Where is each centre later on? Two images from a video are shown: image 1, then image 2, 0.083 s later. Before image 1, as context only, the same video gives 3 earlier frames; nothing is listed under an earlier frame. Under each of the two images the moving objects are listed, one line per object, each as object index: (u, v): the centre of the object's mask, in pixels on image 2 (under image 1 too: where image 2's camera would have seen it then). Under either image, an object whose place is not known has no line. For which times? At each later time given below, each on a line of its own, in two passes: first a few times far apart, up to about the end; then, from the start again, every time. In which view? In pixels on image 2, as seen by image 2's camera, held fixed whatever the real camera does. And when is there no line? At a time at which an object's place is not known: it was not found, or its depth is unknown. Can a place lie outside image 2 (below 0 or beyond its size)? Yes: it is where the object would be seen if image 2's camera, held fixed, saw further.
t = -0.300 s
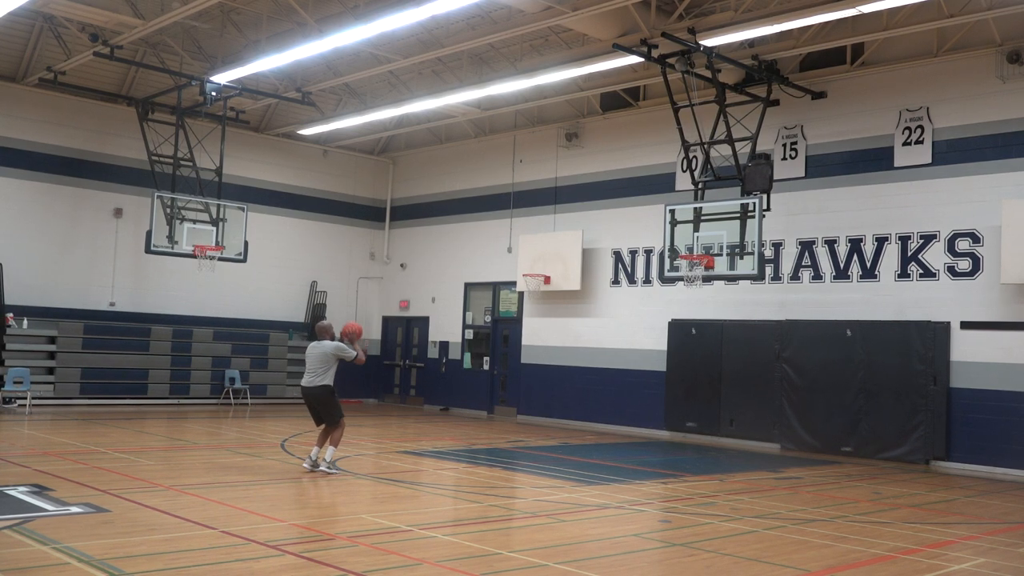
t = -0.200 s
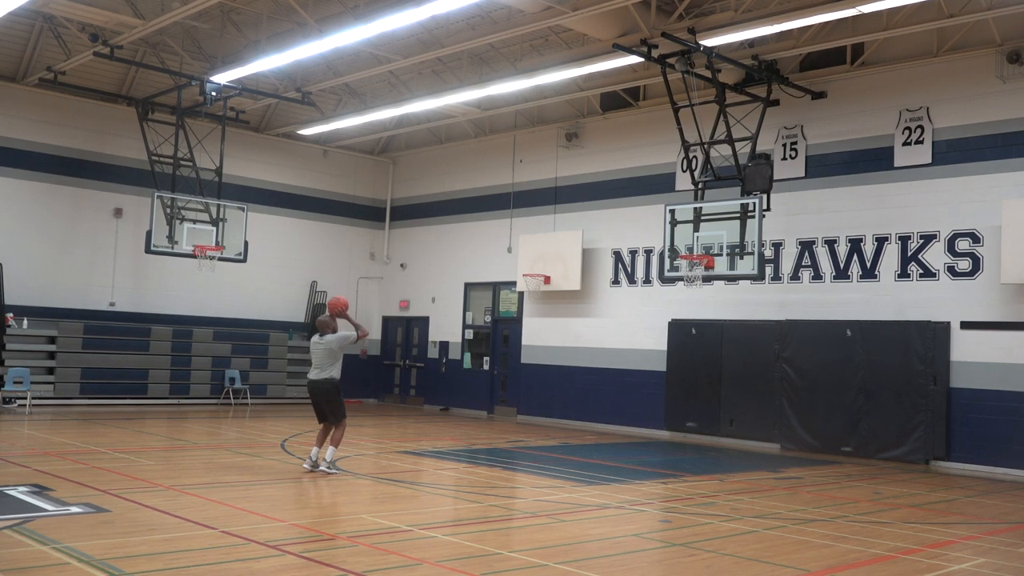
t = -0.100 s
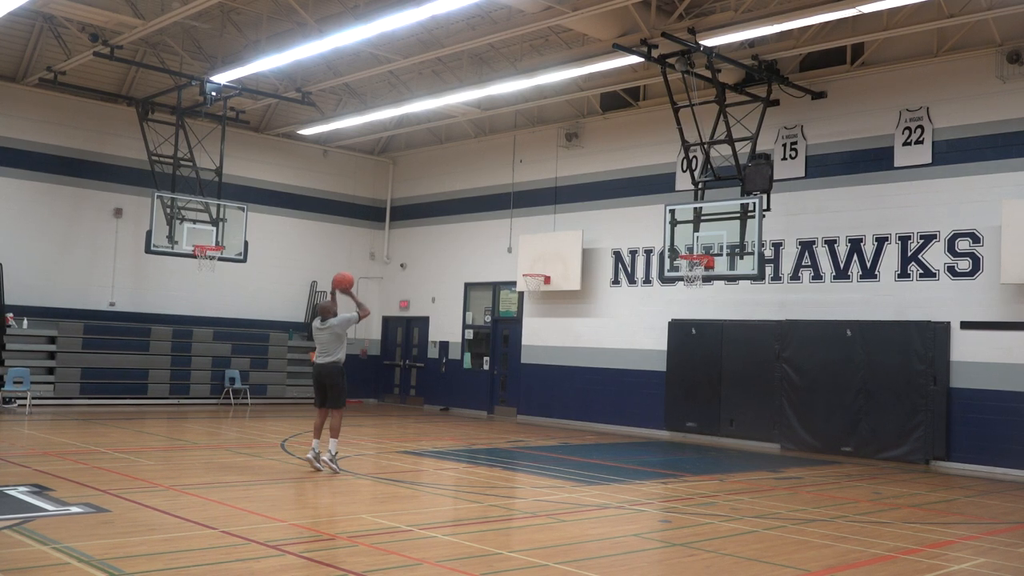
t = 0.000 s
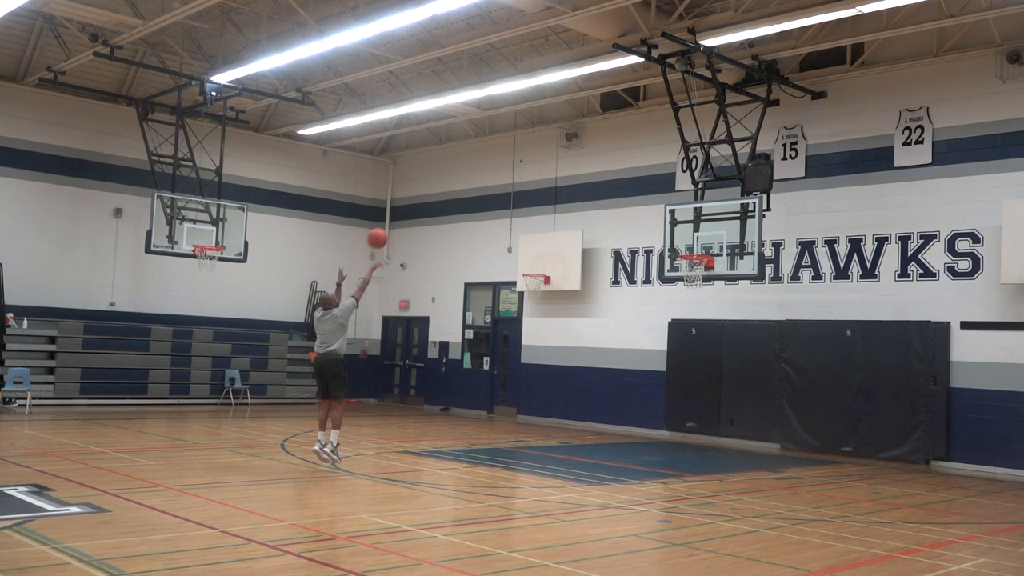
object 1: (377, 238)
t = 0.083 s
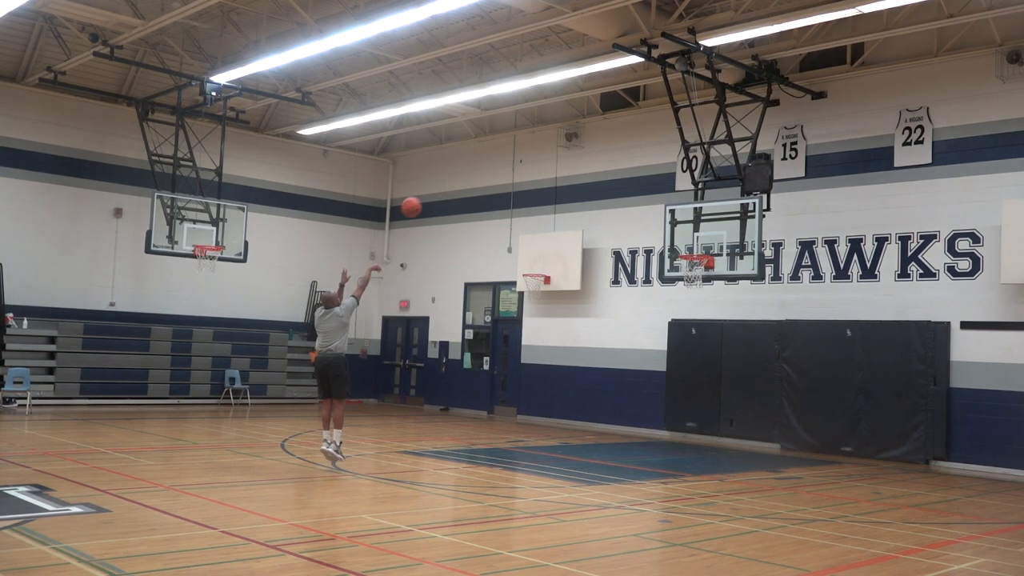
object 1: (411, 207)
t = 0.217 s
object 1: (462, 171)
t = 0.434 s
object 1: (533, 144)
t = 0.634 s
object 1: (590, 150)
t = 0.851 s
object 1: (644, 186)
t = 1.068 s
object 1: (691, 247)
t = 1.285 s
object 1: (690, 316)
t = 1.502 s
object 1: (678, 413)
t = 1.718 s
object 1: (661, 396)
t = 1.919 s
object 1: (643, 346)
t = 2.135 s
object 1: (621, 321)
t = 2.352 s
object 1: (596, 328)
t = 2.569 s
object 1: (570, 369)
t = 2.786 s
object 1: (542, 446)
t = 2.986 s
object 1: (523, 404)
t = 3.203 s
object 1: (501, 375)
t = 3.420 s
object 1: (477, 381)
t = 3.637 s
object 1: (450, 426)
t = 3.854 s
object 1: (425, 431)
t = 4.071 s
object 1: (401, 408)
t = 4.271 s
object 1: (376, 420)
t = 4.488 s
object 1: (347, 457)
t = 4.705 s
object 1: (322, 429)
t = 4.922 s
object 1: (292, 443)
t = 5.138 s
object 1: (263, 449)
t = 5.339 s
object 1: (237, 444)
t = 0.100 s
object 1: (418, 202)
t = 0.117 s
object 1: (424, 196)
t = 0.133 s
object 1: (430, 191)
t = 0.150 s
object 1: (437, 187)
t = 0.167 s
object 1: (443, 182)
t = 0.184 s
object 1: (449, 178)
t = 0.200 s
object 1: (456, 174)
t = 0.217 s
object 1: (462, 171)
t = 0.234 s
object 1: (467, 167)
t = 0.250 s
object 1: (473, 164)
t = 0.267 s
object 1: (479, 161)
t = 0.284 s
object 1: (485, 158)
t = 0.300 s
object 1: (490, 156)
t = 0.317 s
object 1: (496, 154)
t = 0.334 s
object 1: (502, 152)
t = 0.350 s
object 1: (507, 150)
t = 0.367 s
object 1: (512, 148)
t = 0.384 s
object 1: (518, 147)
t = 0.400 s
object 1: (523, 146)
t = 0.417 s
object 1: (528, 145)
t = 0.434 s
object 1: (533, 144)
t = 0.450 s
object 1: (538, 143)
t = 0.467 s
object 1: (543, 143)
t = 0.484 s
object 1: (548, 143)
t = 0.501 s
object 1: (553, 143)
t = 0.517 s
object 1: (558, 143)
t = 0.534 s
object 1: (562, 144)
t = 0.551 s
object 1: (567, 144)
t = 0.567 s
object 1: (572, 145)
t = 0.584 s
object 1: (577, 146)
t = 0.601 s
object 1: (581, 147)
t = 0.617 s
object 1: (585, 149)
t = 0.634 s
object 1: (590, 150)
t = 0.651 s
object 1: (594, 152)
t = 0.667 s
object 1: (599, 154)
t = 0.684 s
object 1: (603, 156)
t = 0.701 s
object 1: (607, 159)
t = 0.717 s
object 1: (611, 161)
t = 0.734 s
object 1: (616, 163)
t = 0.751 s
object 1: (620, 166)
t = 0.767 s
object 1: (624, 169)
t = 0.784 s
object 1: (628, 172)
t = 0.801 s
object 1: (632, 176)
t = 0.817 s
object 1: (636, 179)
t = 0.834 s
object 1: (640, 182)
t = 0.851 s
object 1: (644, 186)
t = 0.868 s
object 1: (648, 189)
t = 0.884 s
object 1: (651, 194)
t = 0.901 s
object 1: (655, 198)
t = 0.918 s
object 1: (659, 202)
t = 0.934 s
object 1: (662, 206)
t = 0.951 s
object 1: (666, 211)
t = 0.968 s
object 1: (670, 216)
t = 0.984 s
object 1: (673, 220)
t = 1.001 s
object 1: (677, 225)
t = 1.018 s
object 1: (681, 230)
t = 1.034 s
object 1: (684, 236)
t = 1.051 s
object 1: (688, 241)
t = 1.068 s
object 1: (691, 247)
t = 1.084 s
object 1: (695, 250)
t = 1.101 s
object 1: (698, 254)
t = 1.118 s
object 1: (695, 263)
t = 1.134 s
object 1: (699, 268)
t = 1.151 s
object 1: (697, 273)
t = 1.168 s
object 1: (696, 278)
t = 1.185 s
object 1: (696, 285)
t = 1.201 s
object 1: (695, 289)
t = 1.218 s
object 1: (694, 293)
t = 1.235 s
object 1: (692, 299)
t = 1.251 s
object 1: (692, 304)
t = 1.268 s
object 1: (691, 310)
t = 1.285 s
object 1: (690, 316)
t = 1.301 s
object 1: (689, 323)
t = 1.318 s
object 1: (688, 329)
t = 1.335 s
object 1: (687, 336)
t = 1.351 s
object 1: (686, 342)
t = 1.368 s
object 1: (685, 350)
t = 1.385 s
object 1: (684, 356)
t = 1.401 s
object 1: (683, 364)
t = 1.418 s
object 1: (682, 372)
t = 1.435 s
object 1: (682, 380)
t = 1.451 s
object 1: (681, 388)
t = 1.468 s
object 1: (680, 396)
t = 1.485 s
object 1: (679, 405)
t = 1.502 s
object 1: (678, 413)
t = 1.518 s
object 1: (677, 422)
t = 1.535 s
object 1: (677, 431)
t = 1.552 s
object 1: (676, 440)
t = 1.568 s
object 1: (675, 449)
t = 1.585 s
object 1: (673, 444)
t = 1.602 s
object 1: (672, 437)
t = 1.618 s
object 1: (670, 431)
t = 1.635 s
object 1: (669, 424)
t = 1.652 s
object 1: (668, 420)
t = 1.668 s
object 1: (665, 413)
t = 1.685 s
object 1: (664, 407)
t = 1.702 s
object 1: (663, 402)
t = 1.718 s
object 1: (661, 396)
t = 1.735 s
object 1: (660, 391)
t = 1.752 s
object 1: (659, 386)
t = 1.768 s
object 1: (657, 381)
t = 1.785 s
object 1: (656, 377)
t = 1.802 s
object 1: (654, 373)
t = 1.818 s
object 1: (653, 368)
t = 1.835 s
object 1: (651, 364)
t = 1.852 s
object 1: (649, 360)
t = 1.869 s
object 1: (648, 357)
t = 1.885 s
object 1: (646, 353)
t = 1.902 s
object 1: (644, 349)
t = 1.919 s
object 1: (643, 346)
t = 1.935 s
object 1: (641, 343)
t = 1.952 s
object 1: (640, 340)
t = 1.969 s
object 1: (638, 338)
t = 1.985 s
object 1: (636, 335)
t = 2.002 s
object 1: (634, 333)
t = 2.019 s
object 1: (633, 331)
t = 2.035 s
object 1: (631, 329)
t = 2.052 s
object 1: (629, 327)
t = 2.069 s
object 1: (628, 326)
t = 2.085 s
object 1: (626, 324)
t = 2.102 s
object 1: (624, 323)
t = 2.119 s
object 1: (623, 322)
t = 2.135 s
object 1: (621, 321)
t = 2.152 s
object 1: (619, 321)
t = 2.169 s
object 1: (617, 320)
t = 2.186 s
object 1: (615, 320)
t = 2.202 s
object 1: (614, 320)
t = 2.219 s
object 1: (612, 320)
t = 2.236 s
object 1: (610, 320)
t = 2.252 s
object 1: (608, 321)
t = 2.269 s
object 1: (606, 321)
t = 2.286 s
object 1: (604, 322)
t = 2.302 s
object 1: (602, 323)
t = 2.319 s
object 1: (601, 325)
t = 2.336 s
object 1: (598, 326)
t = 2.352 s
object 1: (596, 328)
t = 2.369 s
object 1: (595, 330)
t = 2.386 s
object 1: (592, 332)
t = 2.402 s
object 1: (590, 334)
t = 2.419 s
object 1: (588, 337)
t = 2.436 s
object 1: (587, 339)
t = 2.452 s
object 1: (584, 342)
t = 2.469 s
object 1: (582, 346)
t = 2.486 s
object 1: (580, 349)
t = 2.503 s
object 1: (578, 353)
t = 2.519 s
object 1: (577, 356)
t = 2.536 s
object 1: (575, 360)
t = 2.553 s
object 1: (572, 365)
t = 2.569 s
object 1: (570, 369)
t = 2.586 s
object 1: (568, 373)
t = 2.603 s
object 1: (566, 379)
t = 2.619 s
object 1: (564, 384)
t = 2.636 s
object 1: (562, 389)
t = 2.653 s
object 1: (559, 394)
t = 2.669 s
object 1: (557, 400)
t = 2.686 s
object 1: (555, 406)
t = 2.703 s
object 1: (553, 412)
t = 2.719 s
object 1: (551, 418)
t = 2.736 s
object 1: (549, 425)
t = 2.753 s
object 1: (546, 432)
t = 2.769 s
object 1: (544, 439)
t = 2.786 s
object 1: (542, 446)
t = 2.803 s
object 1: (540, 454)
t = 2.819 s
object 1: (538, 450)
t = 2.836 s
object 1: (537, 444)
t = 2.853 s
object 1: (535, 439)
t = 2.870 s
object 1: (533, 434)
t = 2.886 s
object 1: (532, 429)
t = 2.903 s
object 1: (531, 424)
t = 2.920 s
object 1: (529, 420)
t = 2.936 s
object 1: (527, 416)
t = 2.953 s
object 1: (526, 412)
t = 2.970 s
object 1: (525, 408)
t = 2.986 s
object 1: (523, 404)
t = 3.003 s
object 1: (521, 400)
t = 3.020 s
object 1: (520, 397)
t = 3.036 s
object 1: (518, 395)
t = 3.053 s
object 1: (517, 392)
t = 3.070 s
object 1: (515, 389)
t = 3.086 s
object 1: (513, 387)
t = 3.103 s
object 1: (511, 384)
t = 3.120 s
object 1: (510, 382)
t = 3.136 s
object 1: (508, 381)
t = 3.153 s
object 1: (506, 379)
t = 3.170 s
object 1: (504, 378)
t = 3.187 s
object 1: (503, 376)
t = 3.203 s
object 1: (501, 375)
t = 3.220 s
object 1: (499, 375)
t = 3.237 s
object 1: (497, 374)
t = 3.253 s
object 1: (496, 374)
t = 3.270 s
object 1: (494, 373)
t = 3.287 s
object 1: (492, 373)
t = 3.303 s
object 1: (491, 374)
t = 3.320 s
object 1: (489, 374)
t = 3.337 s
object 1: (487, 375)
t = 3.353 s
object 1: (485, 376)
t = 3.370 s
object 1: (483, 377)
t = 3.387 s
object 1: (481, 378)
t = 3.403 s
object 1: (479, 380)
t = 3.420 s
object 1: (477, 381)
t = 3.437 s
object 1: (475, 384)
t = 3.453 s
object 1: (473, 386)
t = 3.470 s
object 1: (471, 389)
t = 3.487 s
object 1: (469, 391)
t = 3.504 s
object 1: (467, 394)
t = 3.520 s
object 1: (465, 397)
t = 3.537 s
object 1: (463, 400)
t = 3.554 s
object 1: (461, 404)
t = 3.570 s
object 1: (459, 408)
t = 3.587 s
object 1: (457, 412)
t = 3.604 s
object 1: (455, 416)
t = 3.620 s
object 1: (453, 421)
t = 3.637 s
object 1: (450, 426)
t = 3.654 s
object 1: (449, 431)
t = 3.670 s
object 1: (446, 437)
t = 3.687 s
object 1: (444, 442)
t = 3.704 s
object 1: (442, 448)
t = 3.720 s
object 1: (439, 454)
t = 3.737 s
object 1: (437, 459)
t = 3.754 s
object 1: (436, 455)
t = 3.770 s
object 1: (434, 451)
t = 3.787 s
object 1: (432, 446)
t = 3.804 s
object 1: (431, 442)
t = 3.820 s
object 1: (429, 438)
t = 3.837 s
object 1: (427, 435)
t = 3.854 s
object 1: (425, 431)
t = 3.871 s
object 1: (424, 428)
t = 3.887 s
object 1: (422, 425)
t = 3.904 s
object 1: (420, 422)
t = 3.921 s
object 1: (419, 420)
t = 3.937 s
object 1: (417, 418)
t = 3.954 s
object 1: (415, 416)
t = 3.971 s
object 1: (413, 414)
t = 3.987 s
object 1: (411, 412)
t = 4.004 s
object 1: (409, 411)
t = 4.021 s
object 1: (407, 409)
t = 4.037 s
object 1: (405, 408)
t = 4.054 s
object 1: (403, 408)
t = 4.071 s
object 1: (401, 408)
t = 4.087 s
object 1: (400, 407)
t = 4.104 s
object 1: (397, 407)
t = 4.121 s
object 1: (396, 407)
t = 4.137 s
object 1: (393, 408)
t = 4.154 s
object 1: (391, 409)
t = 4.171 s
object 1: (389, 409)
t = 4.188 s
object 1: (387, 411)
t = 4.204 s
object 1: (385, 412)
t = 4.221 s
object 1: (383, 414)
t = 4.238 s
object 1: (381, 416)
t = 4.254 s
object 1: (379, 418)
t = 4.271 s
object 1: (376, 420)
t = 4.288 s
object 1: (374, 422)
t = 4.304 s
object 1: (372, 425)
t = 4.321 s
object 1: (370, 429)
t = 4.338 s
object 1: (367, 432)
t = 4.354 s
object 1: (365, 436)
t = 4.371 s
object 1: (363, 440)
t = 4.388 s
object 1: (360, 444)
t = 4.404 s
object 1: (358, 448)
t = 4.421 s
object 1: (356, 453)
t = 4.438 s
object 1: (353, 458)
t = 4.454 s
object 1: (351, 463)
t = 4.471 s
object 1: (349, 460)
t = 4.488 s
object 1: (347, 457)
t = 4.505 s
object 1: (345, 453)
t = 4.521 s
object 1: (343, 450)
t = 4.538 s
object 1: (342, 447)
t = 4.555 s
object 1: (340, 444)
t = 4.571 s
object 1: (338, 441)
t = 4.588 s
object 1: (336, 439)
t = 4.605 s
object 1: (334, 437)
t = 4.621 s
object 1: (332, 435)
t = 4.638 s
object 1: (330, 433)
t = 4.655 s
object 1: (328, 432)
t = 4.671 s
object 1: (326, 431)
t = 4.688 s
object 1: (324, 430)
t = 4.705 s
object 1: (322, 429)
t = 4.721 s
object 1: (320, 429)
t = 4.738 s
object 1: (317, 428)
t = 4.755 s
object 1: (315, 428)
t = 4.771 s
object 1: (313, 429)
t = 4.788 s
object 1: (311, 429)
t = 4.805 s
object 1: (309, 430)
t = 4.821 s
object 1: (306, 431)
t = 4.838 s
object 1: (304, 432)
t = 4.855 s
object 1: (301, 434)
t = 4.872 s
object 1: (299, 435)
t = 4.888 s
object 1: (297, 437)
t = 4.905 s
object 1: (295, 440)
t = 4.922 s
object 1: (292, 443)
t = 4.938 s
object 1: (290, 446)
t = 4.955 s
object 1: (287, 449)
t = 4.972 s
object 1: (285, 452)
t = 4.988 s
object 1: (282, 456)
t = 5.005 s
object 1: (280, 460)
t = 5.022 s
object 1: (277, 464)
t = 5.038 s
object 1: (275, 465)
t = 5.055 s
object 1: (273, 462)
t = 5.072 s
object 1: (271, 459)
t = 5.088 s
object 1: (269, 456)
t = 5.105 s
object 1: (267, 453)
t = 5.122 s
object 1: (265, 451)
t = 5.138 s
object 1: (263, 449)
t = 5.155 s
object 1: (261, 447)
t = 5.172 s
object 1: (259, 446)
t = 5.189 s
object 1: (257, 445)
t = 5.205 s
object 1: (255, 444)
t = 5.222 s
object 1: (253, 443)
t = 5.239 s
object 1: (251, 442)
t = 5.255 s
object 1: (249, 442)
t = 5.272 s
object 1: (246, 442)
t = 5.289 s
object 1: (244, 442)
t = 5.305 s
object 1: (242, 442)
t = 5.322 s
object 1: (240, 443)
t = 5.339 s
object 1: (237, 444)
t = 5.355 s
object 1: (235, 445)
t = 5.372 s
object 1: (232, 447)
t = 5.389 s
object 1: (230, 448)
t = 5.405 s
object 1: (227, 451)
